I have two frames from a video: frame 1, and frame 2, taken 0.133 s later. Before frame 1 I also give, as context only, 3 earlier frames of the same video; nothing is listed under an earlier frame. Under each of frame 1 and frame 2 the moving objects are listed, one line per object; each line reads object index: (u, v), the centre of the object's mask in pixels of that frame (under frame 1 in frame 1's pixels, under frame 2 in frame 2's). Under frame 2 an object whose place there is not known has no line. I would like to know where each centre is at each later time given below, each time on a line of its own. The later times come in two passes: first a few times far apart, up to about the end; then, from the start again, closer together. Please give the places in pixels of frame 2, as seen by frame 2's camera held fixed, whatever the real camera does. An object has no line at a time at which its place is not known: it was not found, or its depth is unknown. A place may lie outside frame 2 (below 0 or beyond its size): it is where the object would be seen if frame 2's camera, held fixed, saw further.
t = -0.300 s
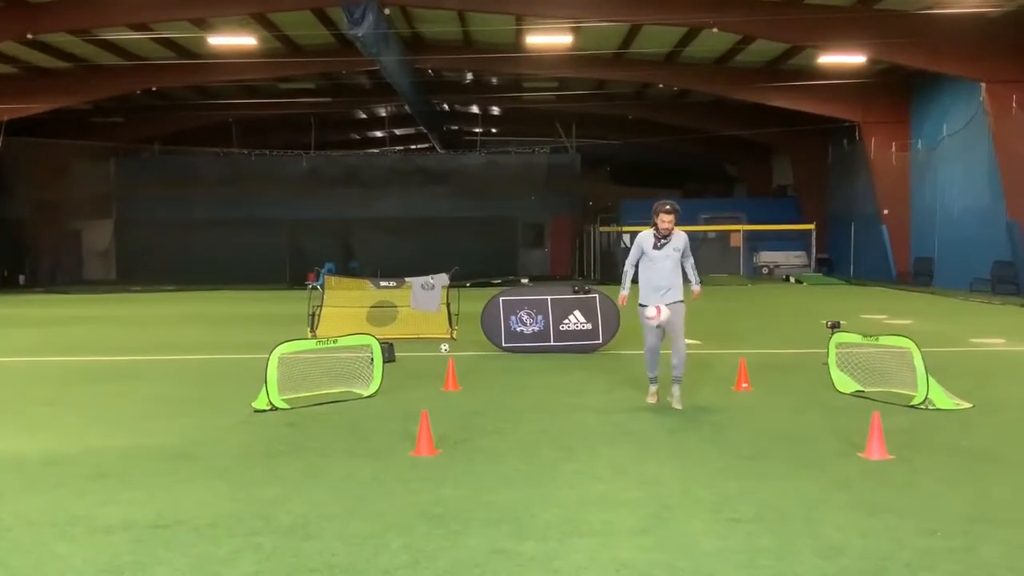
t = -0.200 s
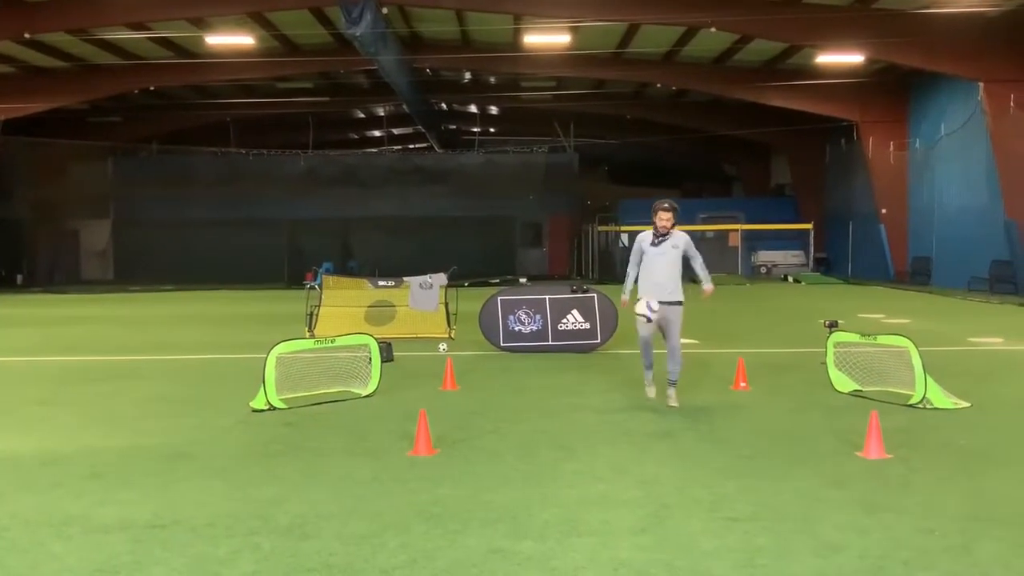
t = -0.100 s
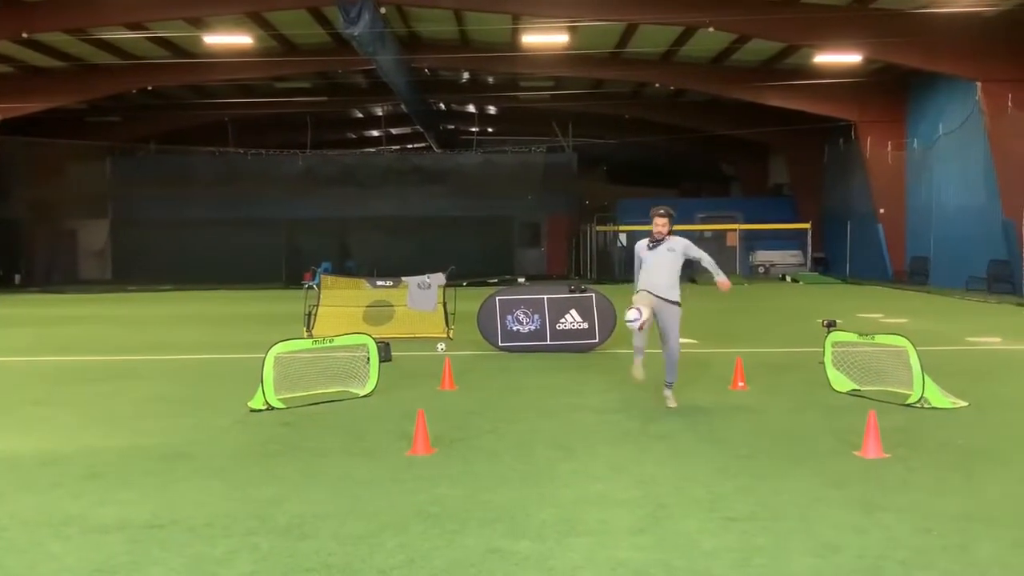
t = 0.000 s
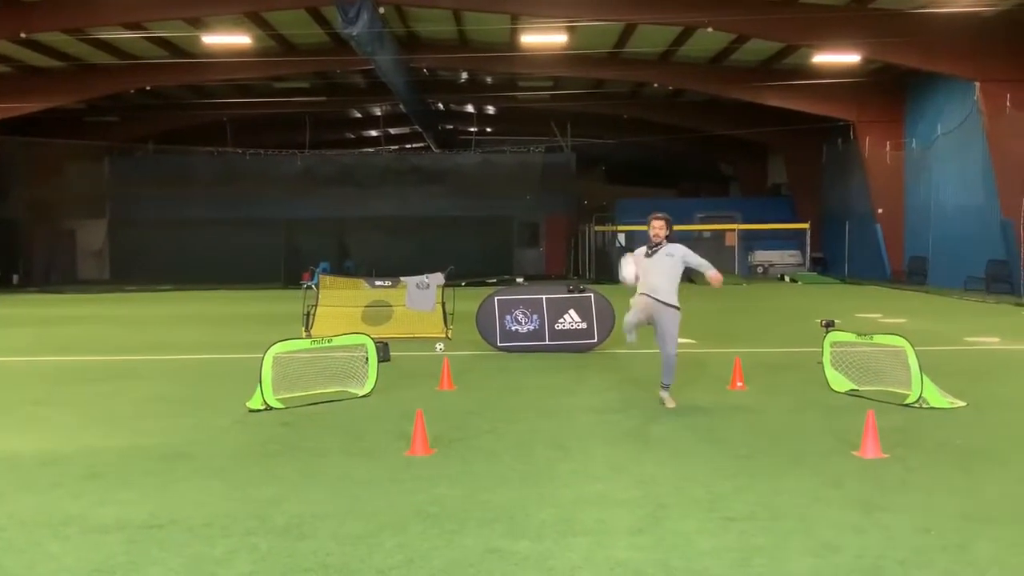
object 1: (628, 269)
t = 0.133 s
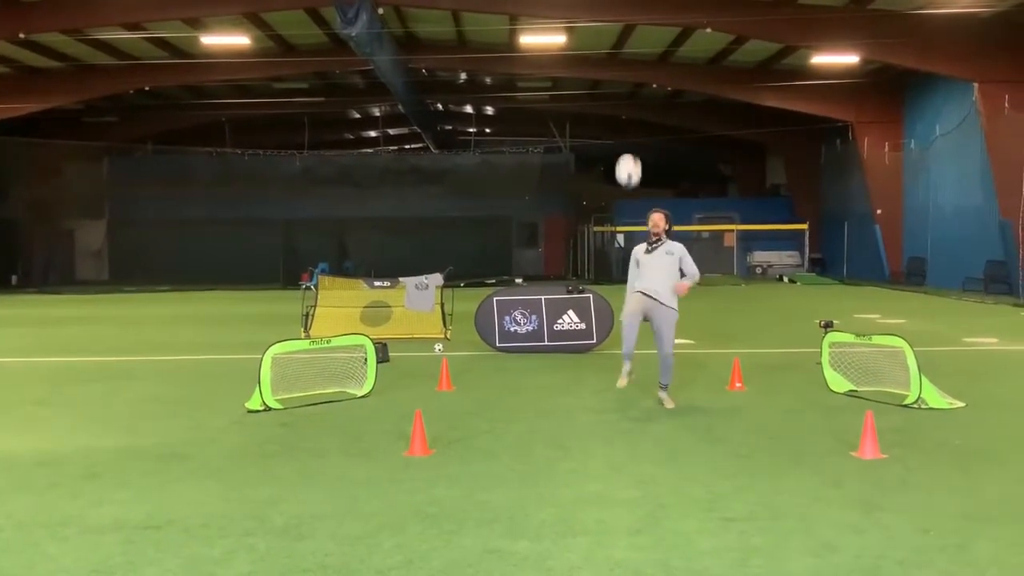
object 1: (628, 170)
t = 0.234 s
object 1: (627, 110)
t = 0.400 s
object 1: (626, 38)
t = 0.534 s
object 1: (624, 8)
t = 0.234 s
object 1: (627, 110)
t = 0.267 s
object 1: (627, 93)
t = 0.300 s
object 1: (627, 77)
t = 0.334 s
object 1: (627, 63)
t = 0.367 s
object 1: (626, 50)
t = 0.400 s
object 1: (626, 38)
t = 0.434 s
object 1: (625, 29)
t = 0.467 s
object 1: (625, 20)
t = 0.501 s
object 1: (625, 13)
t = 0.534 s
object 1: (624, 8)
